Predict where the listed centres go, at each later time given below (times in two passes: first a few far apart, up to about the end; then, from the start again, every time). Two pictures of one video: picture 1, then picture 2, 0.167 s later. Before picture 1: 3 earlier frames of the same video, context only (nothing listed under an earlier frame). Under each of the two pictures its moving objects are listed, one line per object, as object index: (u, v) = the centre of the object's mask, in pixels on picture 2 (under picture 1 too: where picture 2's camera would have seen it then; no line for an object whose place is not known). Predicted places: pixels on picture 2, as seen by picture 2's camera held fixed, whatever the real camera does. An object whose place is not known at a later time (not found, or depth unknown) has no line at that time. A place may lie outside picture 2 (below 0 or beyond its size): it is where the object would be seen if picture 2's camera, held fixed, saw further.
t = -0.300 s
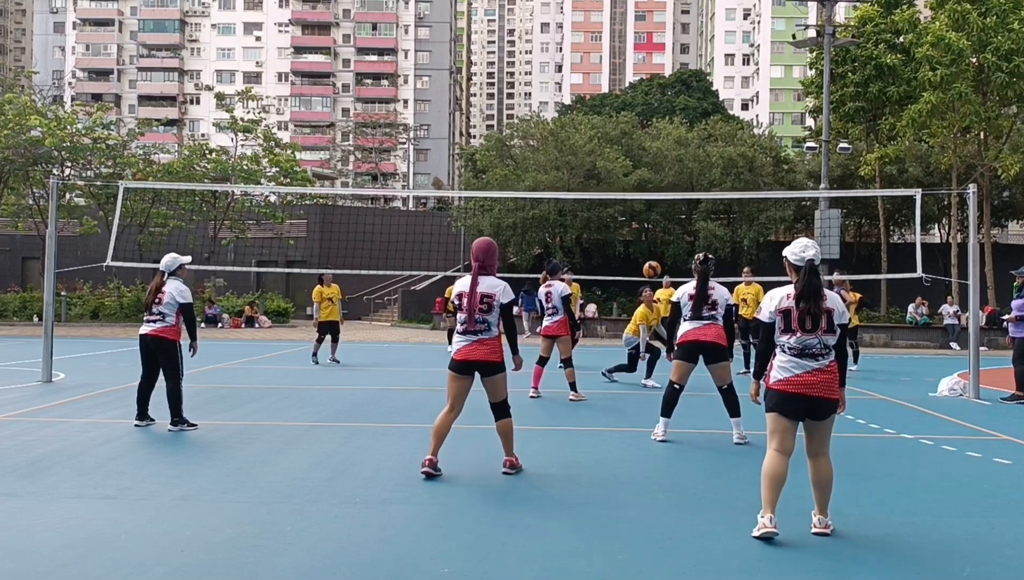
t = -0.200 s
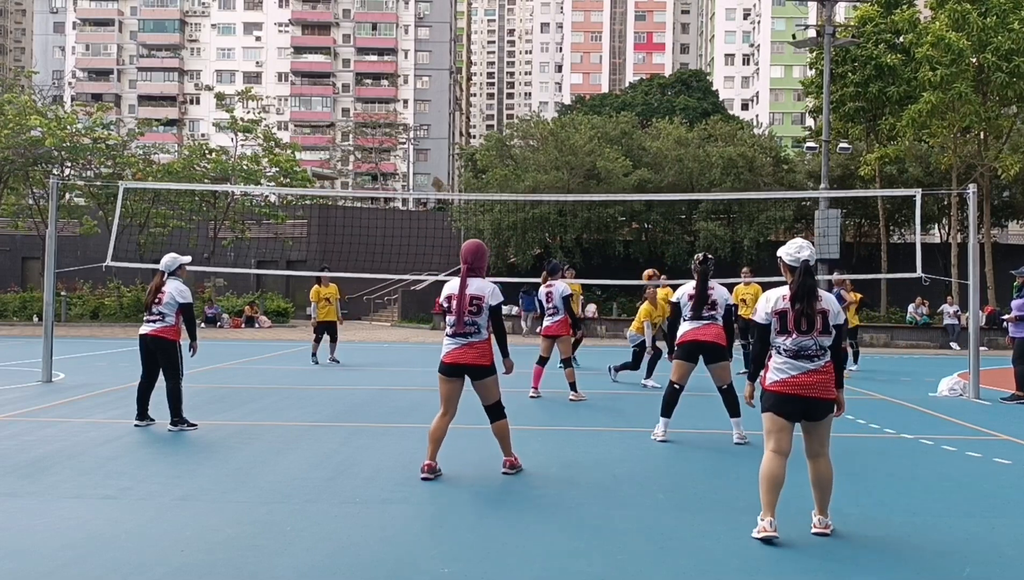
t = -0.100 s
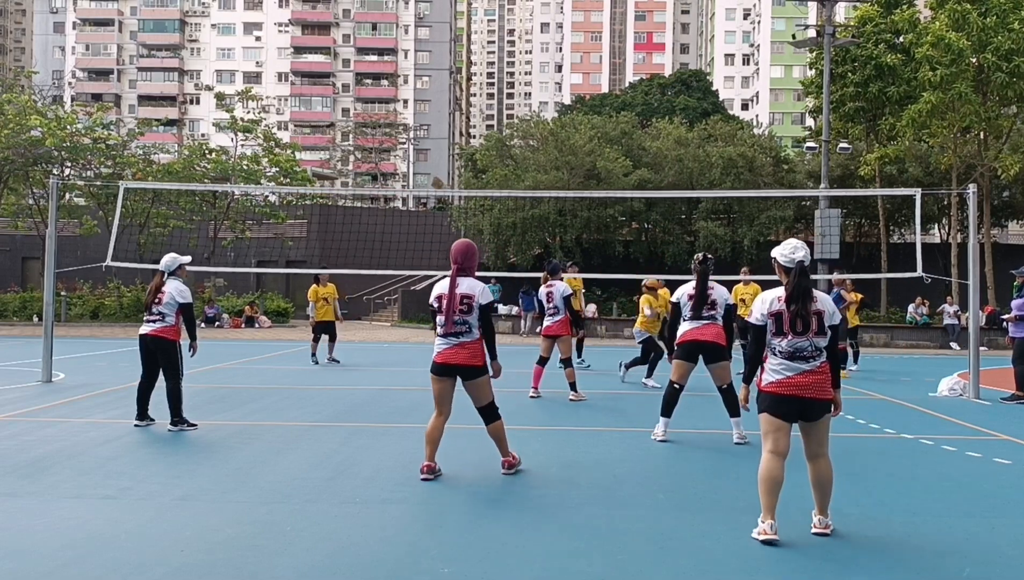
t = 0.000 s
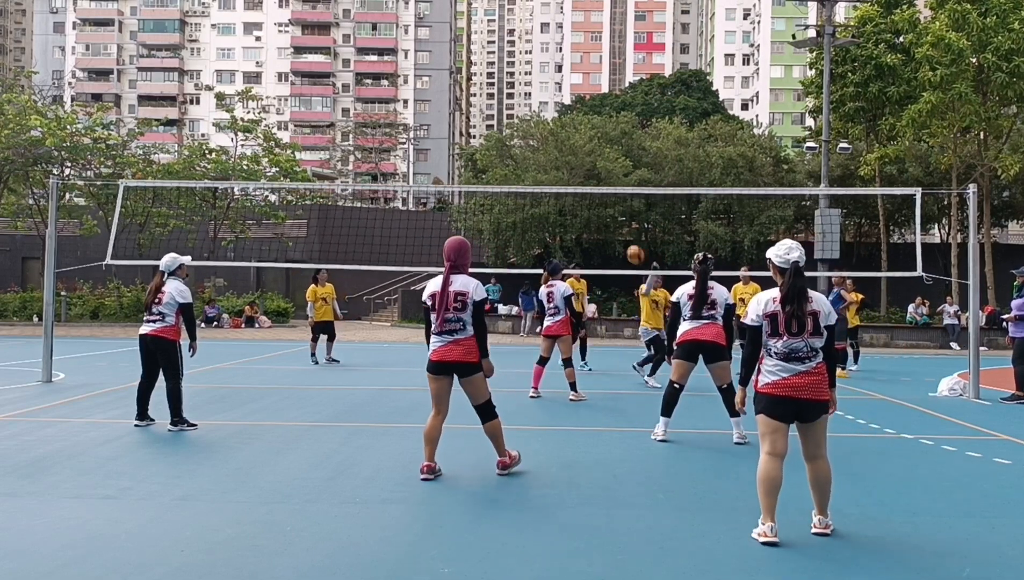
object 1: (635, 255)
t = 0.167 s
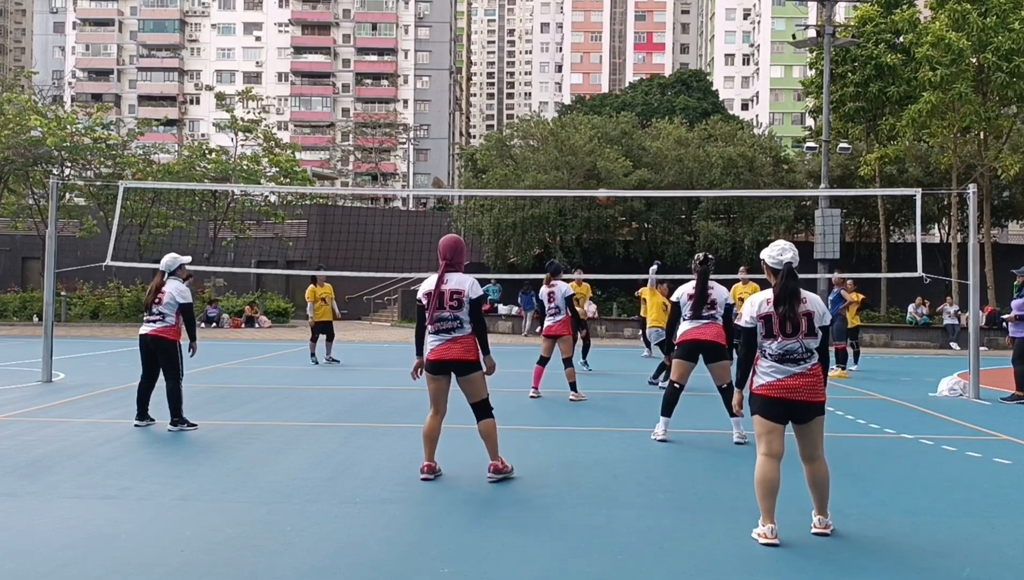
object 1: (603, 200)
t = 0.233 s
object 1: (592, 181)
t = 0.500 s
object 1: (551, 157)
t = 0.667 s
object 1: (529, 167)
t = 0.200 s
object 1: (598, 186)
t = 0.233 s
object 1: (592, 181)
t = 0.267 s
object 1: (586, 175)
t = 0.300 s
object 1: (581, 170)
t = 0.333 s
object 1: (576, 165)
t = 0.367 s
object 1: (570, 162)
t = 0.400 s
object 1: (567, 161)
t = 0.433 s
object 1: (561, 158)
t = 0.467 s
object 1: (556, 157)
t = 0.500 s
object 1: (551, 157)
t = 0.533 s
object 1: (547, 158)
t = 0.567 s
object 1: (542, 159)
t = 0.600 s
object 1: (538, 161)
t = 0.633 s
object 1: (533, 164)
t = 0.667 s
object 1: (529, 167)
